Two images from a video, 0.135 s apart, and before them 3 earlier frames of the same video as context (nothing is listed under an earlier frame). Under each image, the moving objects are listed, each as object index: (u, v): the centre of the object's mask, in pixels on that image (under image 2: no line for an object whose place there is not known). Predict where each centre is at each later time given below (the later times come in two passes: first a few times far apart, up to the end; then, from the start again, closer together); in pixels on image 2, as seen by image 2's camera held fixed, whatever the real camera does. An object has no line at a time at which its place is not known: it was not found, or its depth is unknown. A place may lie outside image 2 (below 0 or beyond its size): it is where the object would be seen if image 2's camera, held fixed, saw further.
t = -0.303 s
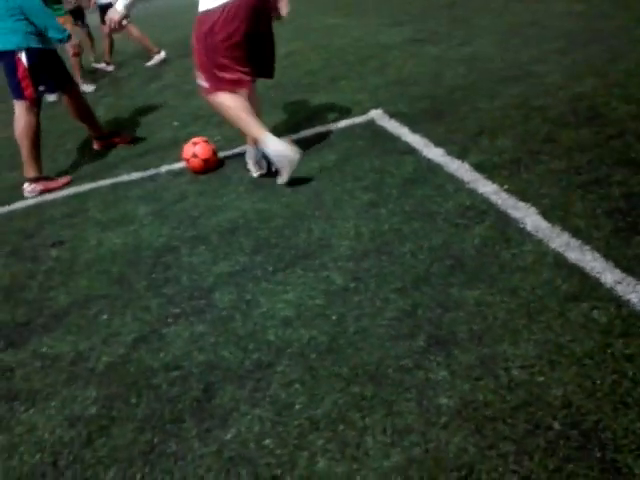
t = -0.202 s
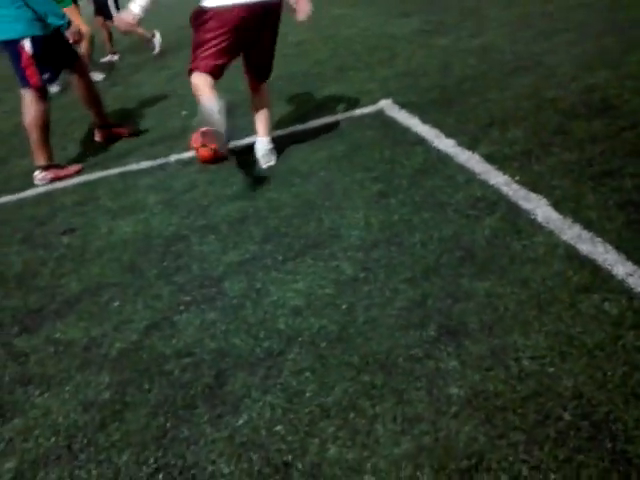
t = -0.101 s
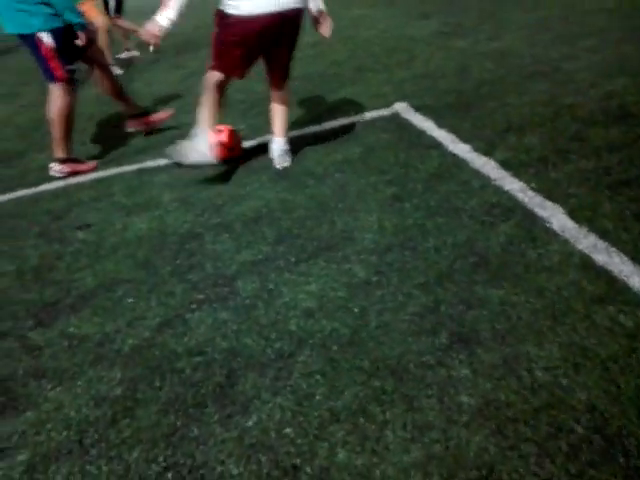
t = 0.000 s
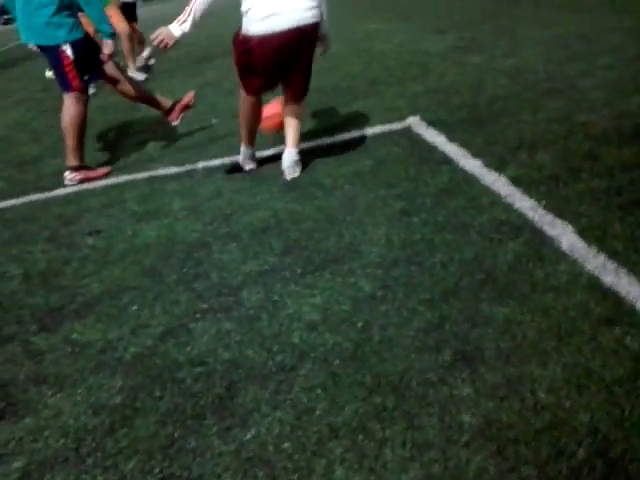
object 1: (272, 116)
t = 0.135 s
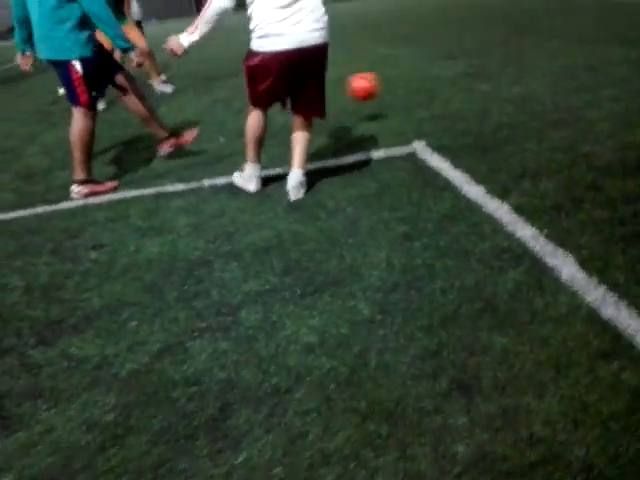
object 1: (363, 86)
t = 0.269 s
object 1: (426, 70)
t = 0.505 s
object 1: (491, 49)
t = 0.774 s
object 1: (531, 37)
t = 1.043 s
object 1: (553, 26)
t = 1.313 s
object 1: (569, 20)
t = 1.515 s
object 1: (577, 15)
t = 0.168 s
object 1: (382, 80)
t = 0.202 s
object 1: (398, 75)
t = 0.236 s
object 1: (412, 71)
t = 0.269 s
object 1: (426, 70)
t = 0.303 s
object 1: (439, 70)
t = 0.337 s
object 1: (452, 71)
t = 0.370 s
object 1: (461, 69)
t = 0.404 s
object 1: (470, 63)
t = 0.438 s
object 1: (477, 56)
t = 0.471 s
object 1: (484, 52)
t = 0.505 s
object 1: (491, 49)
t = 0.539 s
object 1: (497, 47)
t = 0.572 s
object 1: (503, 46)
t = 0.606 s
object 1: (509, 46)
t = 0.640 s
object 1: (514, 45)
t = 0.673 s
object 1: (519, 43)
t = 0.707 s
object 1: (523, 40)
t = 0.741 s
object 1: (527, 39)
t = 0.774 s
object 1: (531, 37)
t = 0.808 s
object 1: (534, 35)
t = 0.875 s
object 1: (539, 32)
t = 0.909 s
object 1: (541, 31)
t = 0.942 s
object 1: (545, 30)
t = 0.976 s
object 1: (548, 29)
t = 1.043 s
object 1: (553, 26)
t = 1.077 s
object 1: (556, 25)
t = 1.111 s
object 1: (558, 24)
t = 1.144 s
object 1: (561, 23)
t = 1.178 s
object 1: (562, 23)
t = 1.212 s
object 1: (564, 22)
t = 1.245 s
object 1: (566, 21)
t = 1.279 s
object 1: (567, 20)
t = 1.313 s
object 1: (569, 20)
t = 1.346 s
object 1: (571, 19)
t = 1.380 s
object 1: (573, 18)
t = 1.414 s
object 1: (573, 18)
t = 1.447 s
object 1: (575, 16)
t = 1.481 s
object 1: (576, 16)
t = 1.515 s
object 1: (577, 15)
